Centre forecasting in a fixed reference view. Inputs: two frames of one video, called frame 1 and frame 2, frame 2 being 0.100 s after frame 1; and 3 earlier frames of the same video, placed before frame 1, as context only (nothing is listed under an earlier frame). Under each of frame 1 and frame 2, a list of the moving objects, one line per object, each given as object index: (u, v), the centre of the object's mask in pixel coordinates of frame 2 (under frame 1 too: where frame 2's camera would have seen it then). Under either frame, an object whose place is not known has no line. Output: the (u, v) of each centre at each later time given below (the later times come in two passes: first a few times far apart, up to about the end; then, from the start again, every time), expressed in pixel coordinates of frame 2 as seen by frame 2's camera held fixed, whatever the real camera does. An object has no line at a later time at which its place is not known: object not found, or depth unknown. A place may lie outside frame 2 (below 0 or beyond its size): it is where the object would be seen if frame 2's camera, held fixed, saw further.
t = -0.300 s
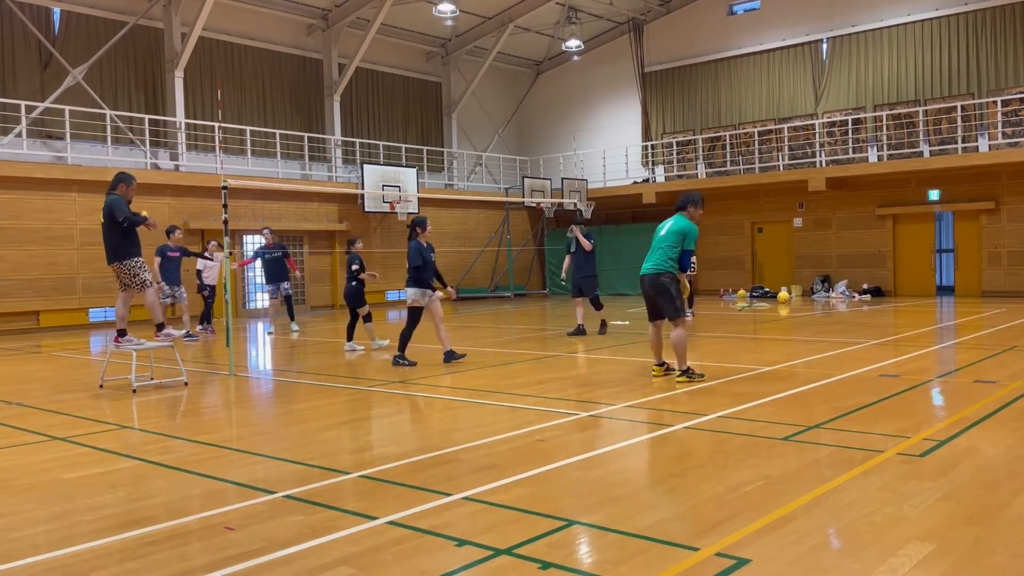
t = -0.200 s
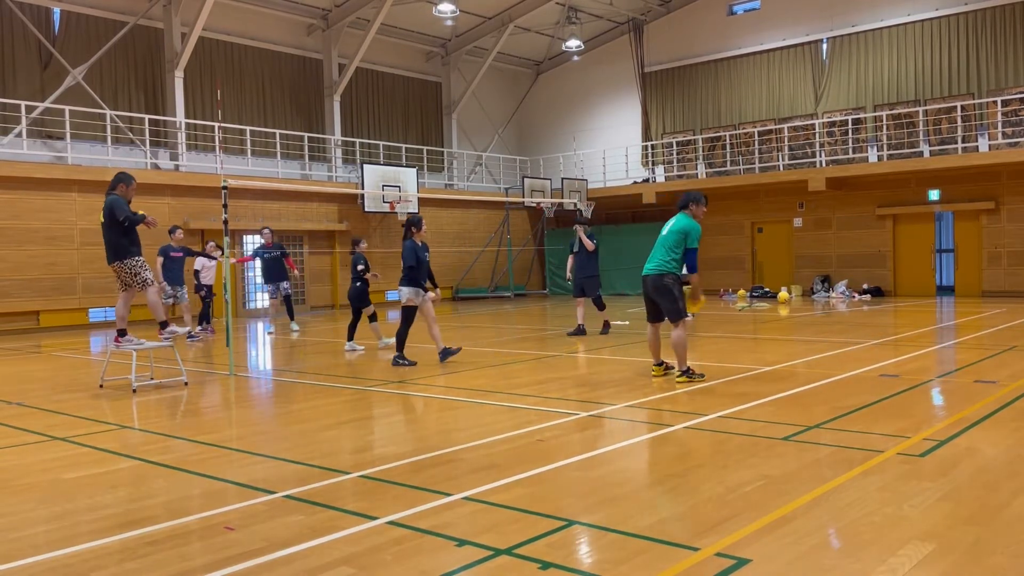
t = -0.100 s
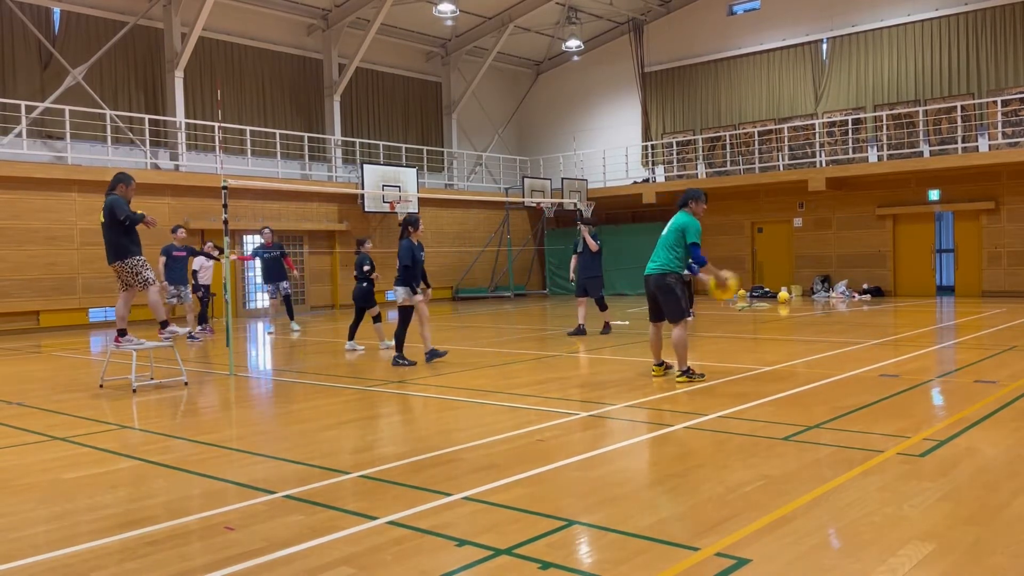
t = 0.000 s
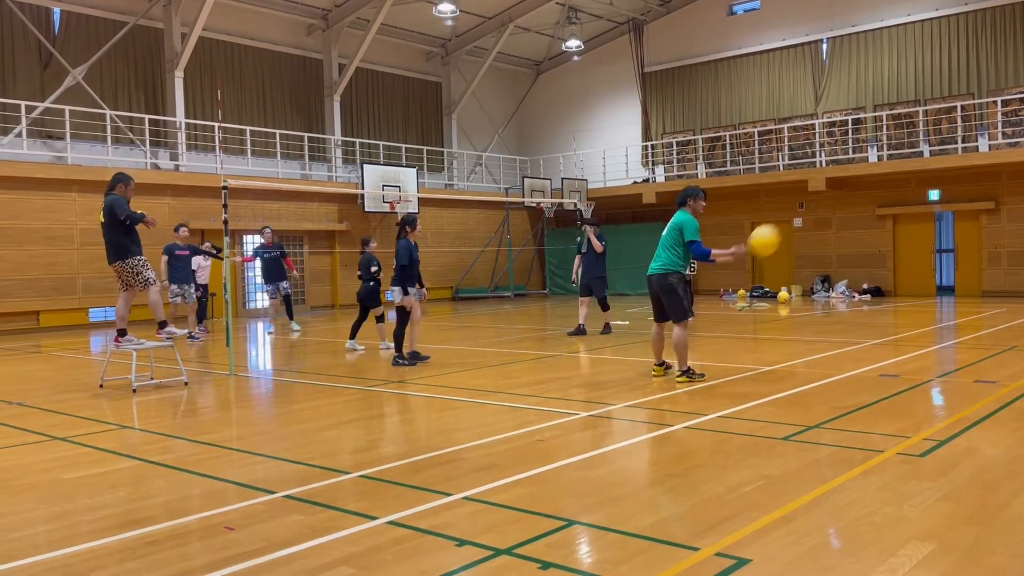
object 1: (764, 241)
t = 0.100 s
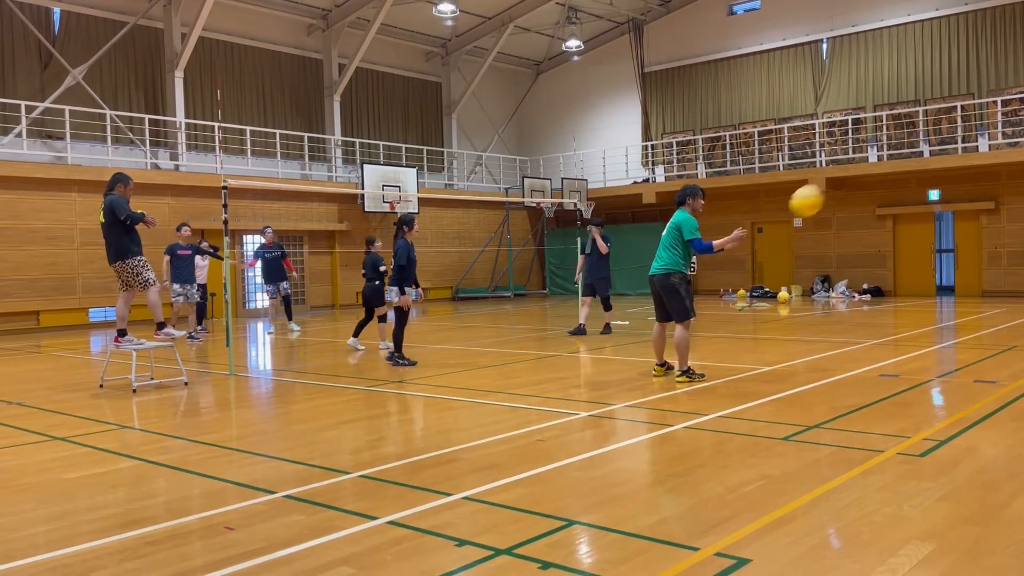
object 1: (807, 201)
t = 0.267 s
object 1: (879, 158)
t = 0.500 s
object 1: (985, 155)
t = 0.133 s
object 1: (821, 190)
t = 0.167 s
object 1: (836, 180)
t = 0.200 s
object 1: (850, 172)
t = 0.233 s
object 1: (864, 165)
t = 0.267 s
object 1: (879, 158)
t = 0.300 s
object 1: (895, 154)
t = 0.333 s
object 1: (909, 151)
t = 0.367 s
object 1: (924, 149)
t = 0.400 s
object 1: (938, 148)
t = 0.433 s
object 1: (954, 149)
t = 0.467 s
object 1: (969, 151)
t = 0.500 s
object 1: (985, 155)
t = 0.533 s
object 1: (1000, 160)
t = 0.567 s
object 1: (1010, 166)
